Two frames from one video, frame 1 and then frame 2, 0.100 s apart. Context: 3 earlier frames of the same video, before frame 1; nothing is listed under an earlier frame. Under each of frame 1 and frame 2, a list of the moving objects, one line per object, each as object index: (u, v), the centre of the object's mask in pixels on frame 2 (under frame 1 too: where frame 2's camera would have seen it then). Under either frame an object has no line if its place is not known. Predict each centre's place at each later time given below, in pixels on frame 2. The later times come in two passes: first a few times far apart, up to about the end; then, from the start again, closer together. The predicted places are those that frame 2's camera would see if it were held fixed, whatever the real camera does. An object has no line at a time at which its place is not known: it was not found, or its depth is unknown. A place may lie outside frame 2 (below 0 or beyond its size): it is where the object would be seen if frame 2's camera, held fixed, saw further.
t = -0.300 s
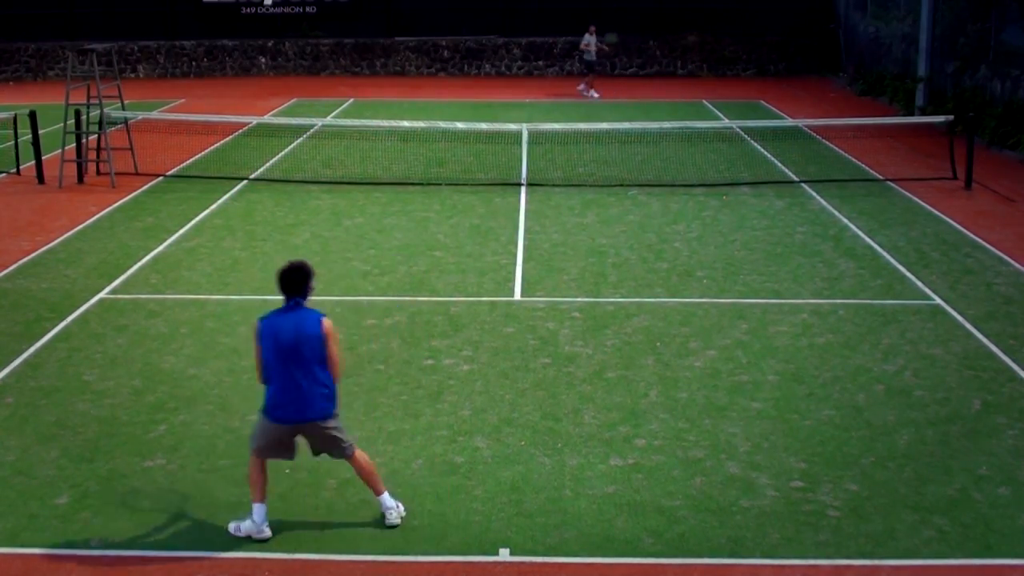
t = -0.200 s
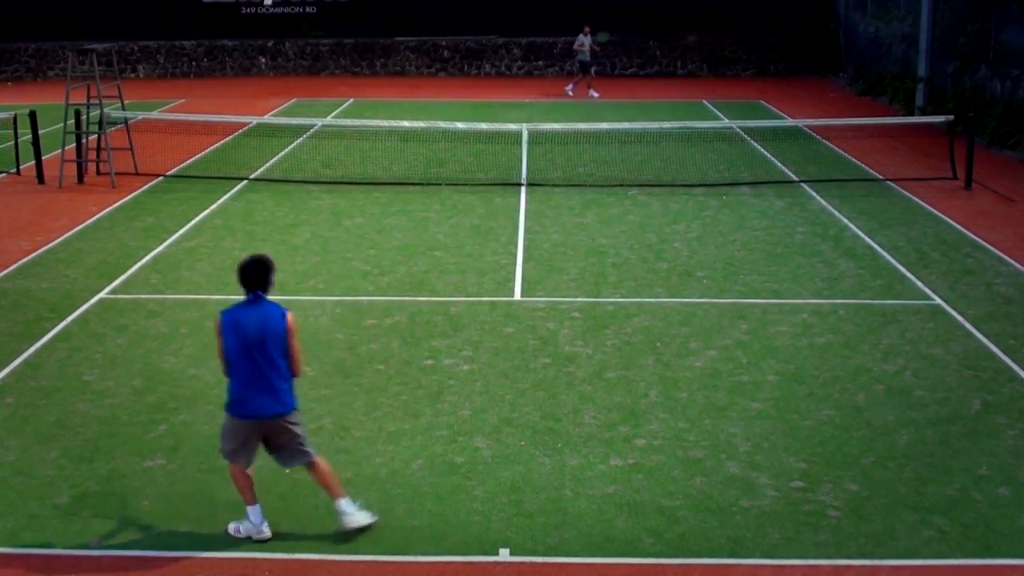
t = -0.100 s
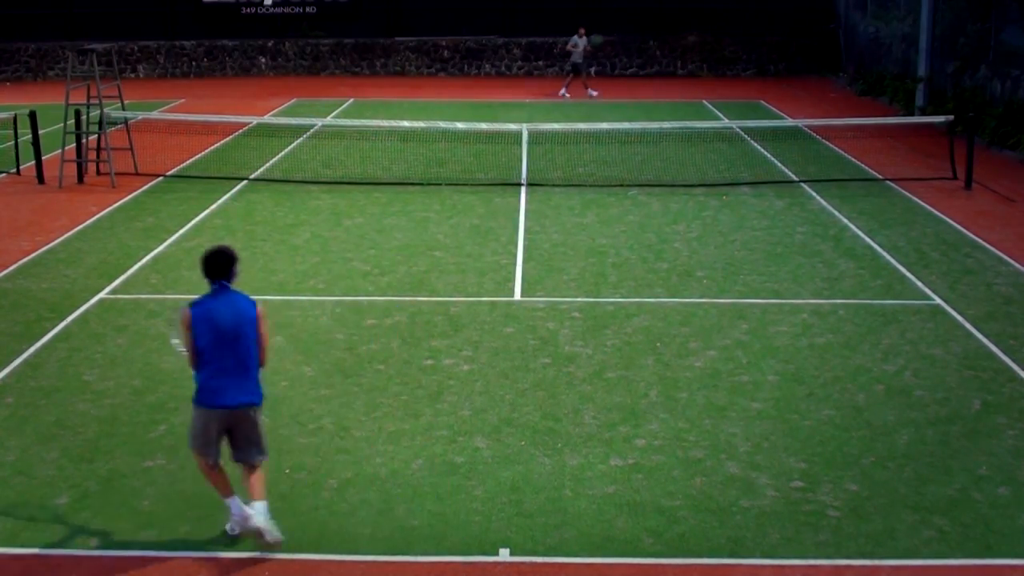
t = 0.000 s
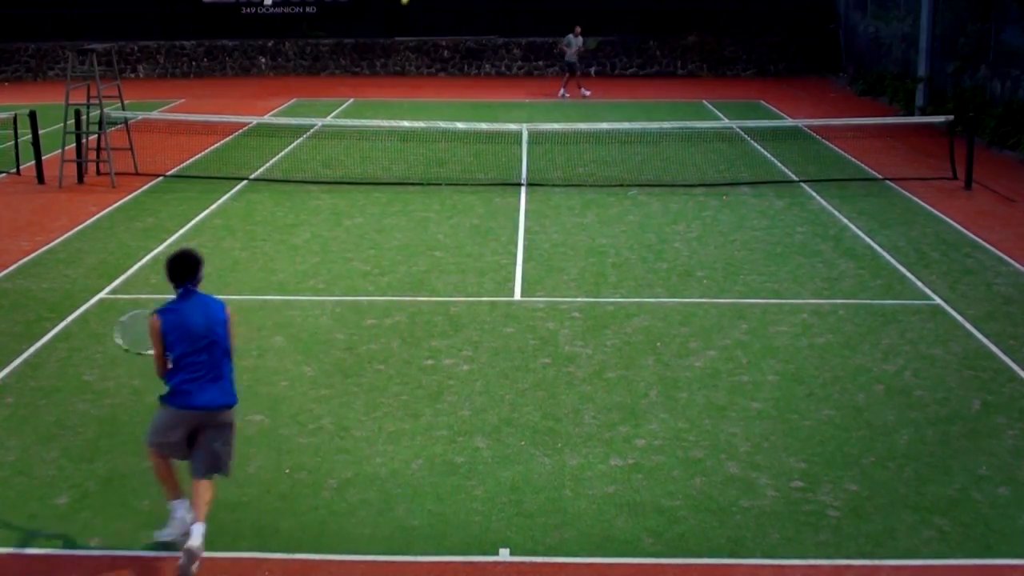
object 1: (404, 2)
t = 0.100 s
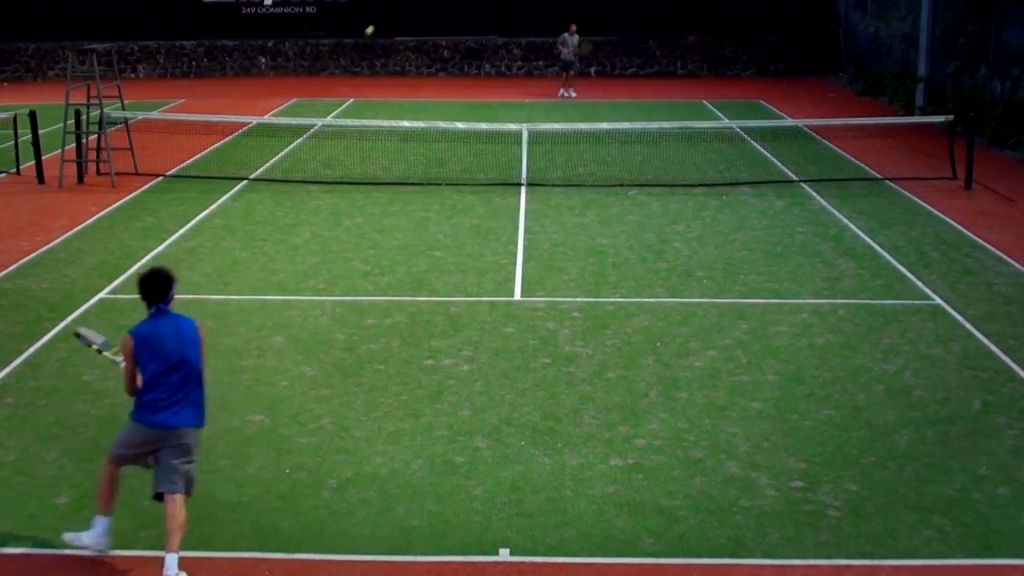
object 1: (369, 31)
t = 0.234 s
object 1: (318, 86)
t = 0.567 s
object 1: (166, 317)
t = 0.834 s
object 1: (118, 243)
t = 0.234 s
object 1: (318, 86)
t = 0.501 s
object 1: (195, 279)
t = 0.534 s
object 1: (175, 317)
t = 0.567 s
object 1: (166, 317)
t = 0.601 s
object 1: (160, 304)
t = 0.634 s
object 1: (154, 291)
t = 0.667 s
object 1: (148, 281)
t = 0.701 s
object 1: (142, 272)
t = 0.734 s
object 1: (135, 262)
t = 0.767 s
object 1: (130, 255)
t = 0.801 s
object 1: (124, 248)
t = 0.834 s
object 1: (118, 243)
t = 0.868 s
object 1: (112, 239)
